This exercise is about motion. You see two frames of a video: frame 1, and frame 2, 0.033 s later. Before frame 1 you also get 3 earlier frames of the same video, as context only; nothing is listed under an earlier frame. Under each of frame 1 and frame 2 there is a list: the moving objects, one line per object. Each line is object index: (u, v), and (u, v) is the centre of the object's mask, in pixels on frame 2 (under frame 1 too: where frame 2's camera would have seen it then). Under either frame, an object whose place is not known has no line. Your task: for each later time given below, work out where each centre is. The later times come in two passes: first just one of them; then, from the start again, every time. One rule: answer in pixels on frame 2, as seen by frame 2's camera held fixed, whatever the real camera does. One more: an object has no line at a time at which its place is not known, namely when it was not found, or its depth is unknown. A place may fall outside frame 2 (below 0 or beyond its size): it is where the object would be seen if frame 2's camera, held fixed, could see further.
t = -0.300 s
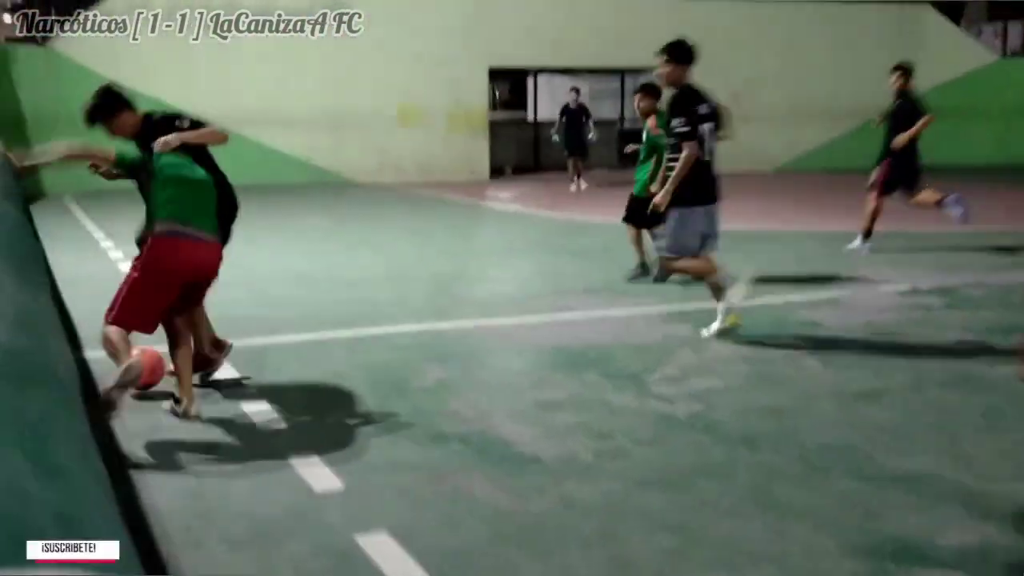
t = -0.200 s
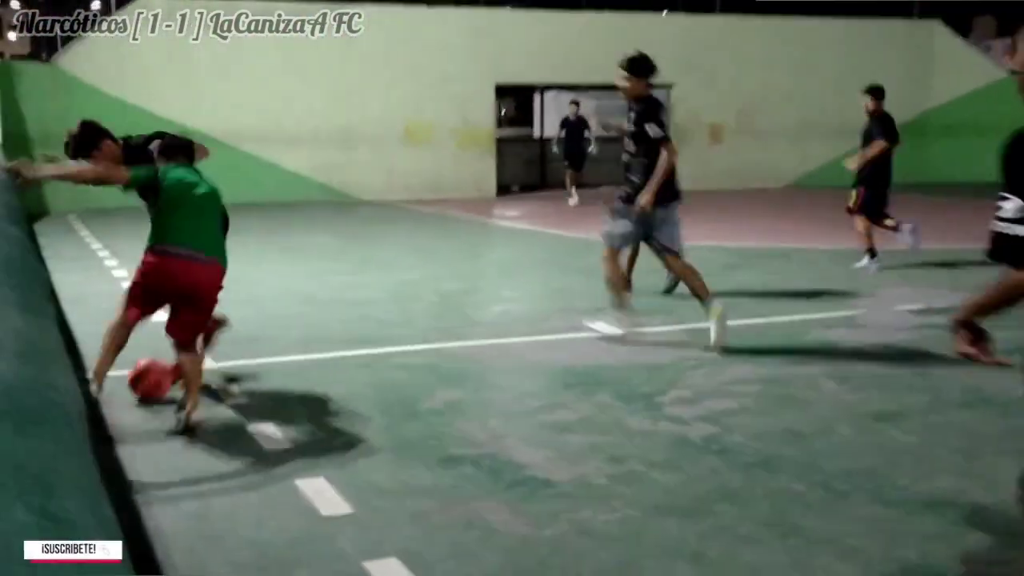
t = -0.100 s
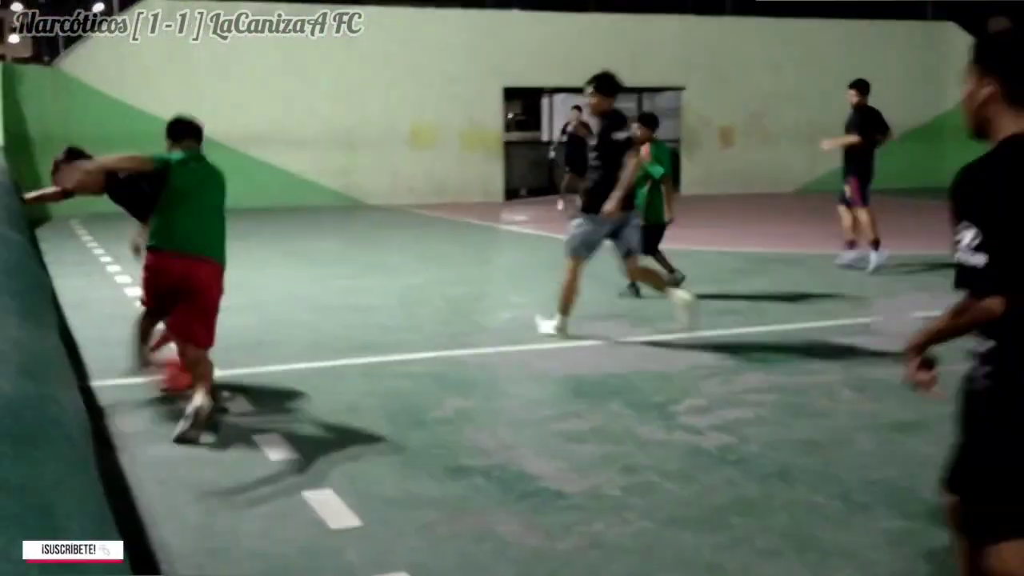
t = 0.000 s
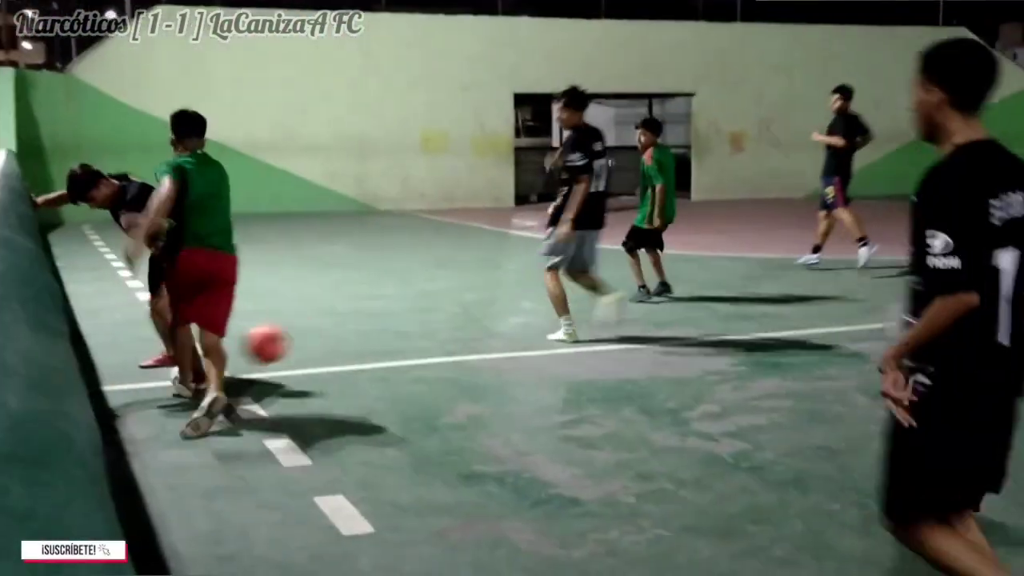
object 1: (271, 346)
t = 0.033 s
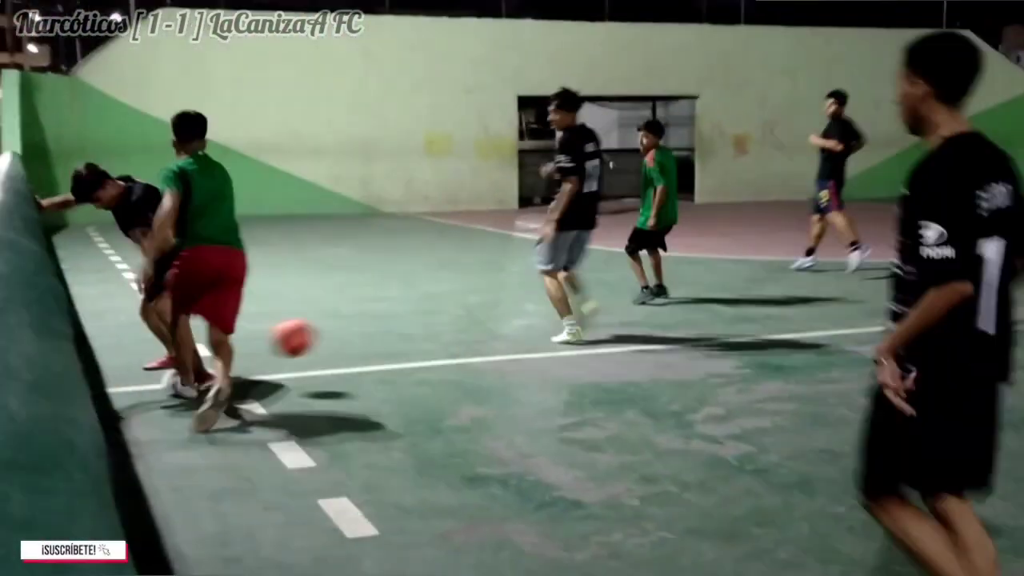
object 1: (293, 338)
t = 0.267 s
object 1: (449, 330)
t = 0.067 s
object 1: (317, 331)
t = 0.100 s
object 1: (340, 325)
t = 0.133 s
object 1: (363, 323)
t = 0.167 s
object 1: (384, 323)
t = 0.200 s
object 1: (406, 323)
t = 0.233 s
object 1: (428, 326)
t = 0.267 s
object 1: (449, 330)
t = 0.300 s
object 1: (470, 337)
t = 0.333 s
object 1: (491, 347)
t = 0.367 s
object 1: (513, 357)
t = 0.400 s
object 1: (533, 349)
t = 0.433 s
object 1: (553, 338)
